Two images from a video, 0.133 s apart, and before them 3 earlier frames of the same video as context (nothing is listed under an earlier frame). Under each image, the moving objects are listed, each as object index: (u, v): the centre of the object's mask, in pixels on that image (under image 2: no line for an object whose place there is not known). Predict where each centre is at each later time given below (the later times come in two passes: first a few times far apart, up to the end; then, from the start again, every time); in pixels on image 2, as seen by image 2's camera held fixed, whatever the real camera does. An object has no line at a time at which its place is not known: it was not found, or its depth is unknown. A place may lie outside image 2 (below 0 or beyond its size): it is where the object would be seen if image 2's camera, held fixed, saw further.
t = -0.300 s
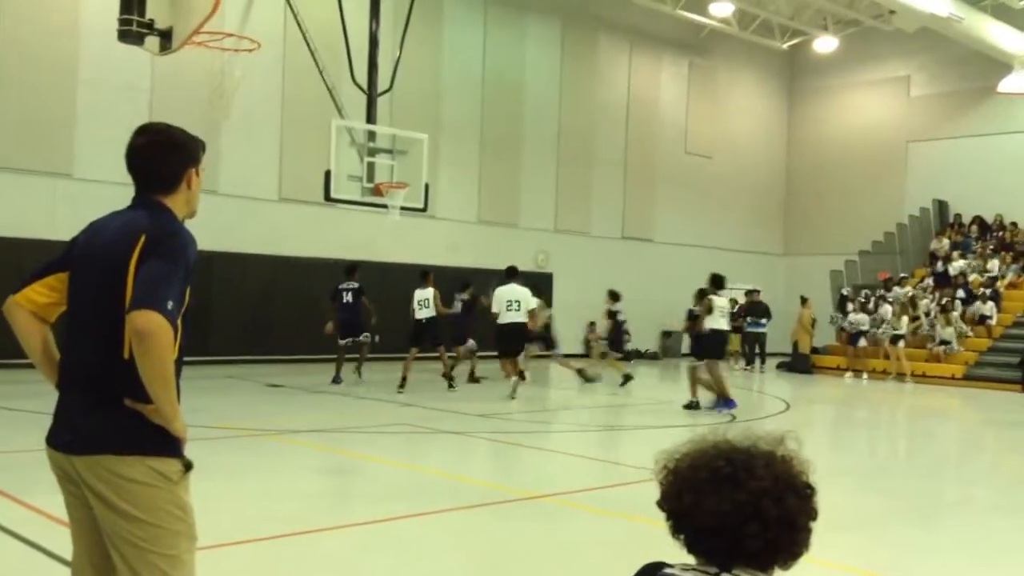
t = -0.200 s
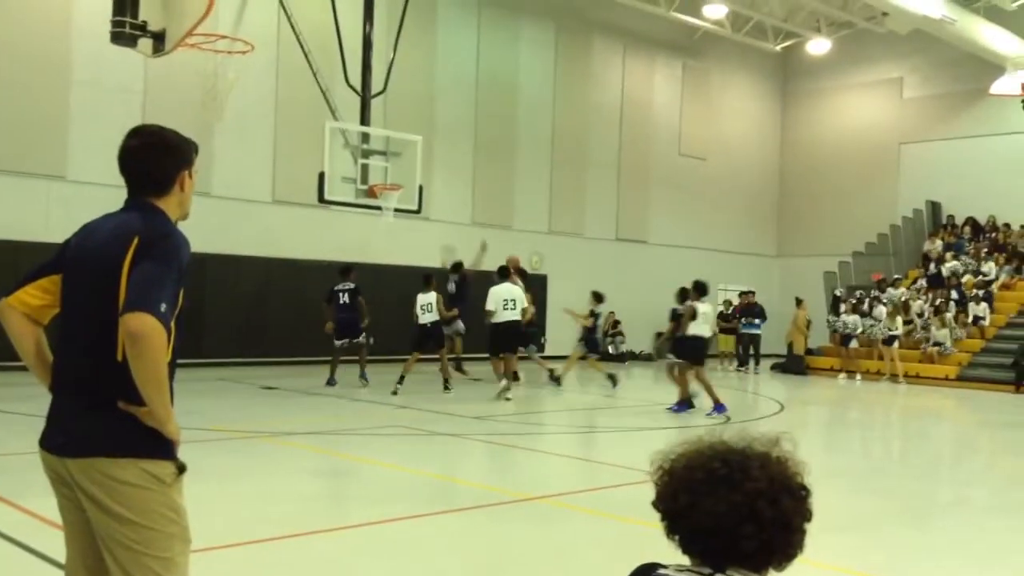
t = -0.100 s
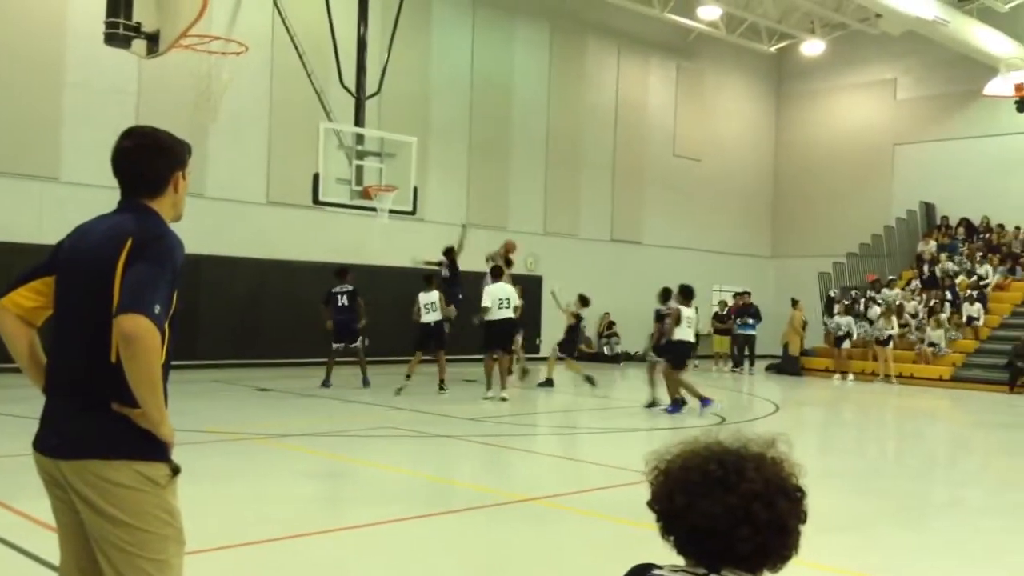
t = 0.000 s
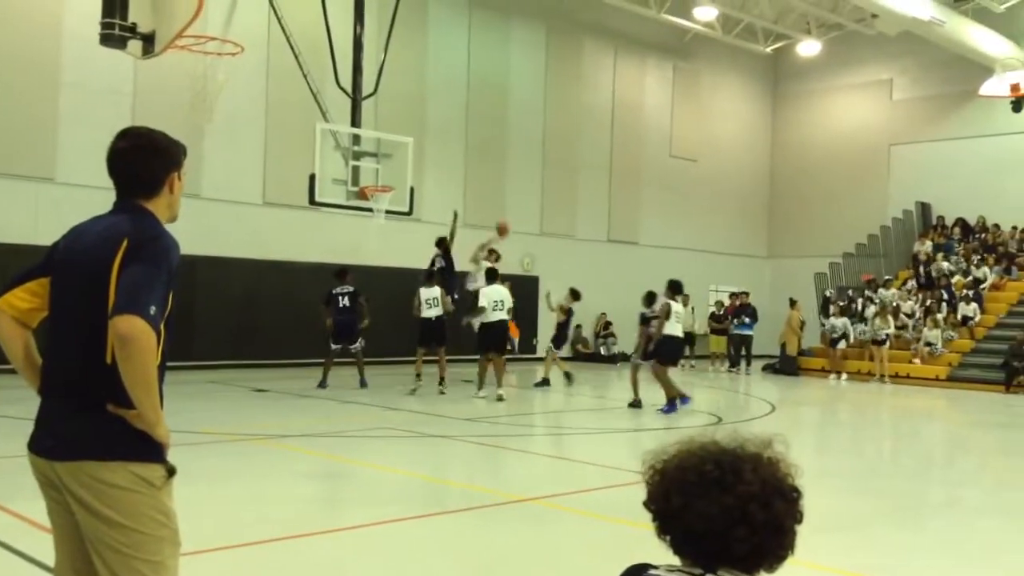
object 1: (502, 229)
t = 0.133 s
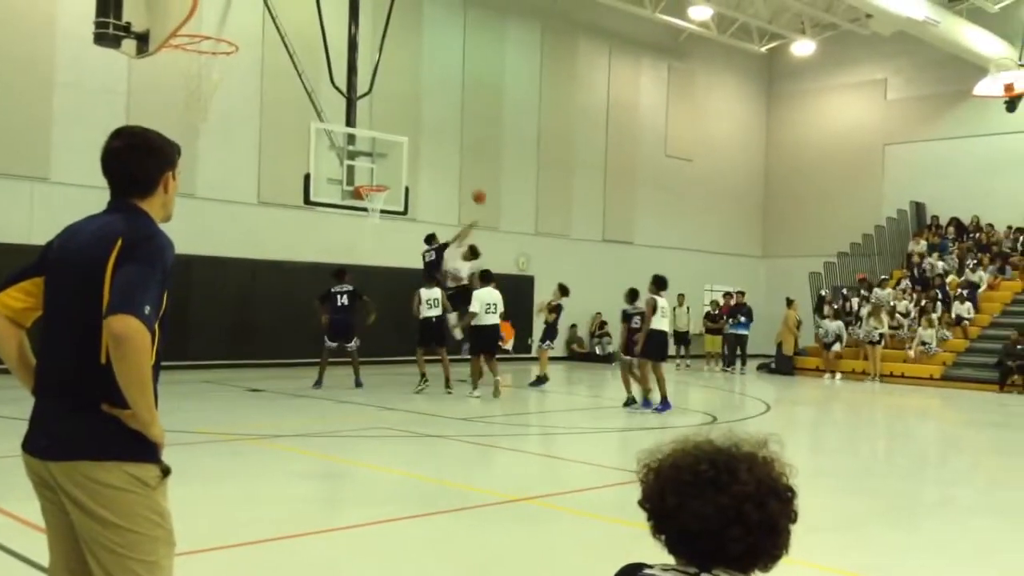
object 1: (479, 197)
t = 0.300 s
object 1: (452, 171)
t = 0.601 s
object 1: (399, 164)
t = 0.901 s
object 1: (382, 198)
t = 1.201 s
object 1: (384, 203)
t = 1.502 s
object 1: (362, 233)
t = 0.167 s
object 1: (473, 191)
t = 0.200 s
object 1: (468, 185)
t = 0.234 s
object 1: (463, 180)
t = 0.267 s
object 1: (457, 175)
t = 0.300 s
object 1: (452, 171)
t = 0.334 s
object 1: (446, 167)
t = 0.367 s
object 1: (441, 165)
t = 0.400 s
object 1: (435, 162)
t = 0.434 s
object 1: (430, 161)
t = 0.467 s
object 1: (423, 161)
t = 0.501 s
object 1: (418, 160)
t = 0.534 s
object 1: (412, 160)
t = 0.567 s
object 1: (406, 162)
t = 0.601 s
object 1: (399, 164)
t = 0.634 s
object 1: (393, 167)
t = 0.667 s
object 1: (387, 170)
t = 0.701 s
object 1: (381, 174)
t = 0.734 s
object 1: (375, 178)
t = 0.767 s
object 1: (369, 184)
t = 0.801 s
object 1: (369, 185)
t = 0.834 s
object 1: (373, 192)
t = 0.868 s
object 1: (379, 195)
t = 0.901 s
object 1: (382, 198)
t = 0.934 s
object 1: (385, 198)
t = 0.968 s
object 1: (387, 198)
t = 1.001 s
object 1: (387, 198)
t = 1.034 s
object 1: (387, 197)
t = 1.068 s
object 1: (387, 197)
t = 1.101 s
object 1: (387, 198)
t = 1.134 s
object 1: (386, 199)
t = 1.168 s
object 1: (385, 201)
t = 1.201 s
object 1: (384, 203)
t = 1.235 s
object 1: (382, 206)
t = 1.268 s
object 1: (379, 209)
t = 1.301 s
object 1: (378, 212)
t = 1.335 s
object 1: (375, 215)
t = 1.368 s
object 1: (372, 216)
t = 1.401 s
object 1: (370, 217)
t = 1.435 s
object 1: (367, 224)
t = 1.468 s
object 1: (364, 228)
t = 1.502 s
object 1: (362, 233)
